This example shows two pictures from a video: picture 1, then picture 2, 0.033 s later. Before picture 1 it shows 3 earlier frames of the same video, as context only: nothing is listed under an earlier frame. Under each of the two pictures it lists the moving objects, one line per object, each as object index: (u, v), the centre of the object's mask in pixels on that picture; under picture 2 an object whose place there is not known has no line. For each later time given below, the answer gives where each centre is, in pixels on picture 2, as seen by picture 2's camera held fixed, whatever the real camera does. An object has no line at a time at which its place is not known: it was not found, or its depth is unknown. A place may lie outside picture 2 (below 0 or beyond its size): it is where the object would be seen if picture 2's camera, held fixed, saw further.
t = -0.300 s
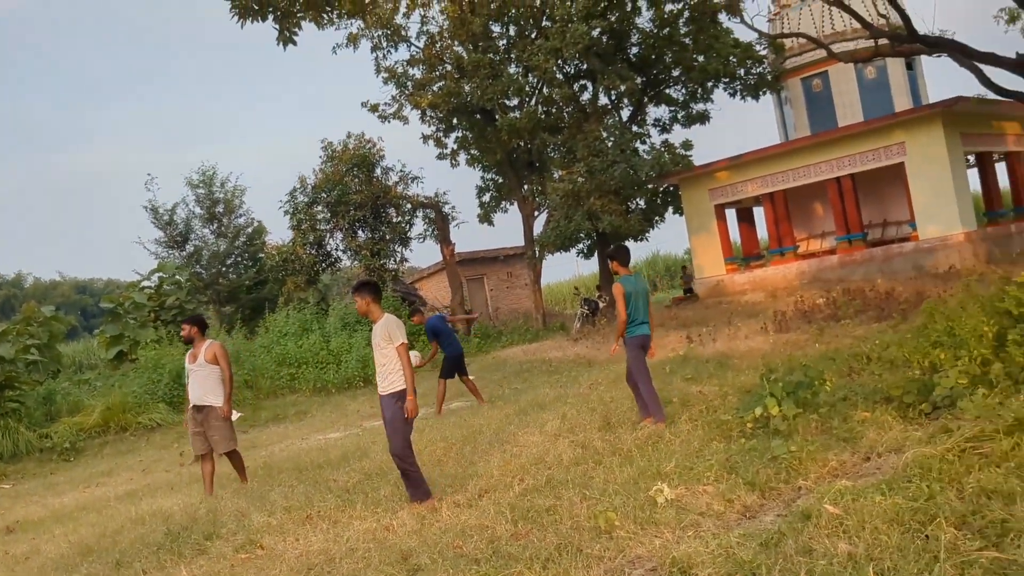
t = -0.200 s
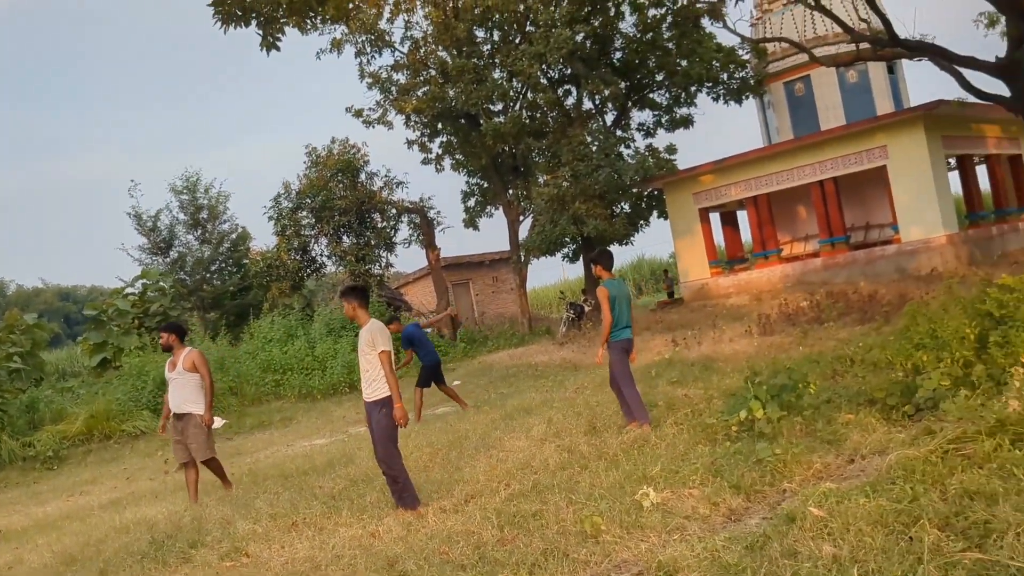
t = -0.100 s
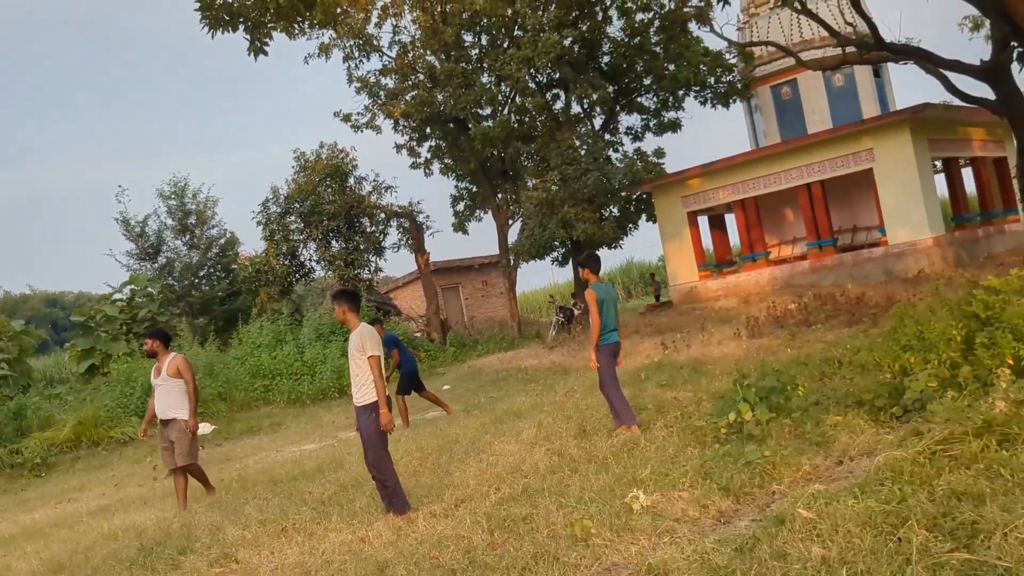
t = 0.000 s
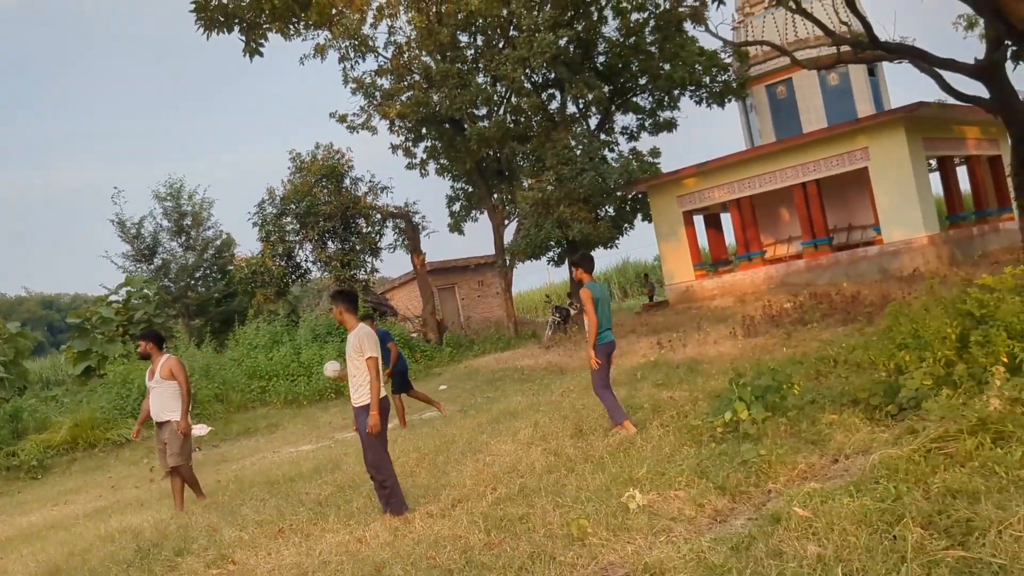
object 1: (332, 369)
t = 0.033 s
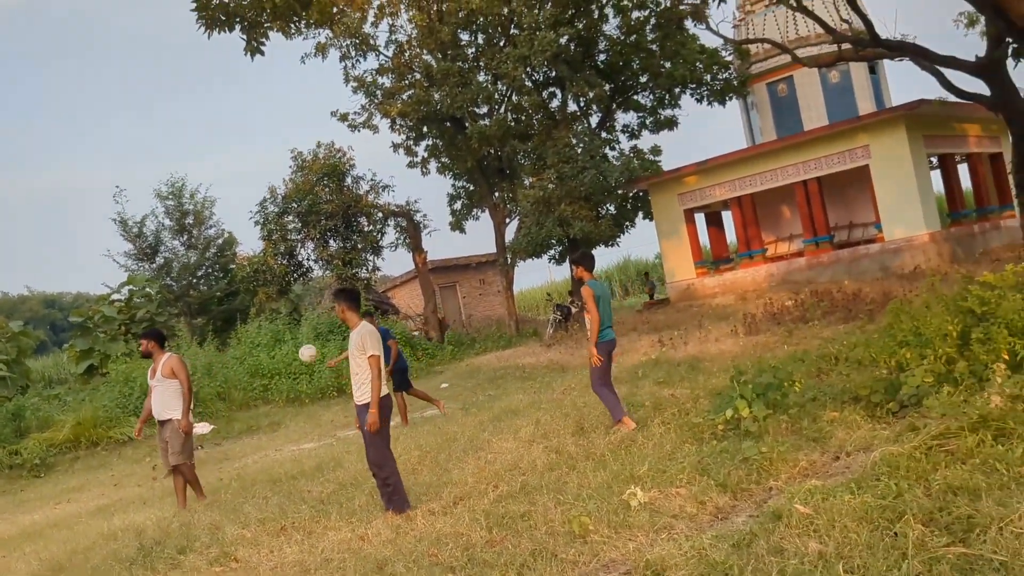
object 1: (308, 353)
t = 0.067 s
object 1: (280, 339)
